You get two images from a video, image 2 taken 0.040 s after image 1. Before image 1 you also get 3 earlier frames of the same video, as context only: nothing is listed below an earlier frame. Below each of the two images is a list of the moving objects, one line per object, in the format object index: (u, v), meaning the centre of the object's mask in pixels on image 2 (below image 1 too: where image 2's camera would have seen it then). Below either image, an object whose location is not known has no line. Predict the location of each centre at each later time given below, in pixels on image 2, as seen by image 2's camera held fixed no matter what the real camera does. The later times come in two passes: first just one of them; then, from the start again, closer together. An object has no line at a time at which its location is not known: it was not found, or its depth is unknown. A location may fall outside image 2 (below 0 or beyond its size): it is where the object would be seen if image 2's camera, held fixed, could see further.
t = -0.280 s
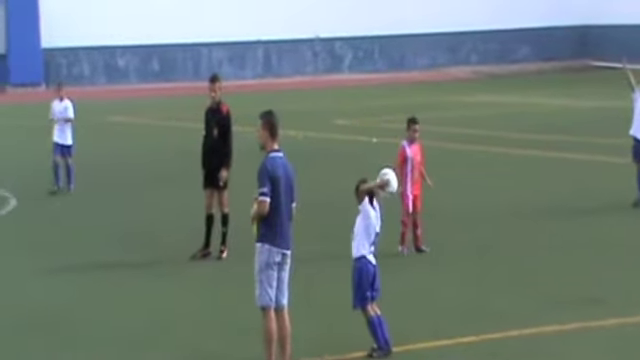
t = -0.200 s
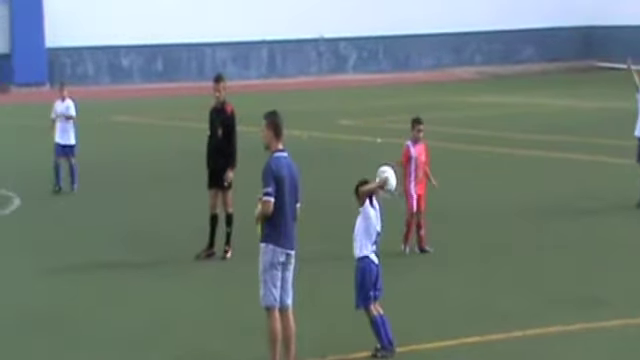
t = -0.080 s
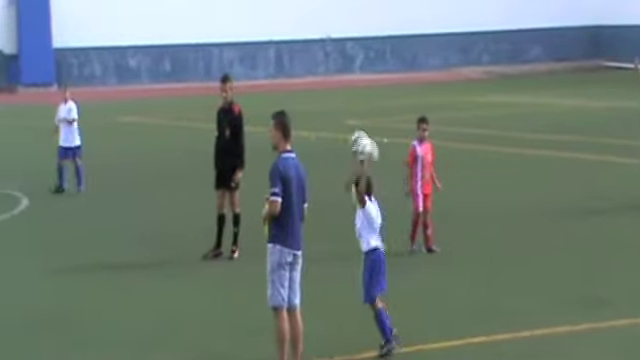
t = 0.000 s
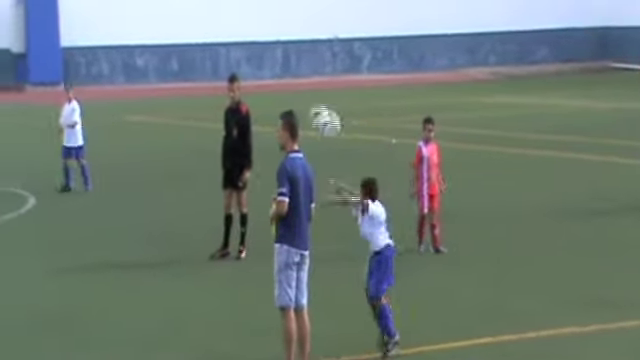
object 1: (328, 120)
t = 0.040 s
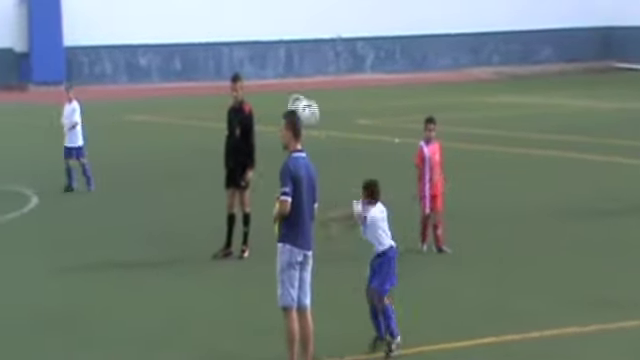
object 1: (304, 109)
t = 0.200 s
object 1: (205, 88)
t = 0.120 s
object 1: (257, 94)
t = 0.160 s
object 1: (225, 89)
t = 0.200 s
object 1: (205, 88)
